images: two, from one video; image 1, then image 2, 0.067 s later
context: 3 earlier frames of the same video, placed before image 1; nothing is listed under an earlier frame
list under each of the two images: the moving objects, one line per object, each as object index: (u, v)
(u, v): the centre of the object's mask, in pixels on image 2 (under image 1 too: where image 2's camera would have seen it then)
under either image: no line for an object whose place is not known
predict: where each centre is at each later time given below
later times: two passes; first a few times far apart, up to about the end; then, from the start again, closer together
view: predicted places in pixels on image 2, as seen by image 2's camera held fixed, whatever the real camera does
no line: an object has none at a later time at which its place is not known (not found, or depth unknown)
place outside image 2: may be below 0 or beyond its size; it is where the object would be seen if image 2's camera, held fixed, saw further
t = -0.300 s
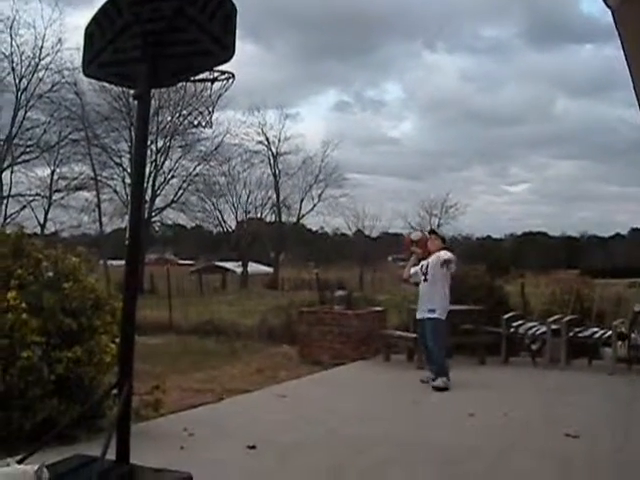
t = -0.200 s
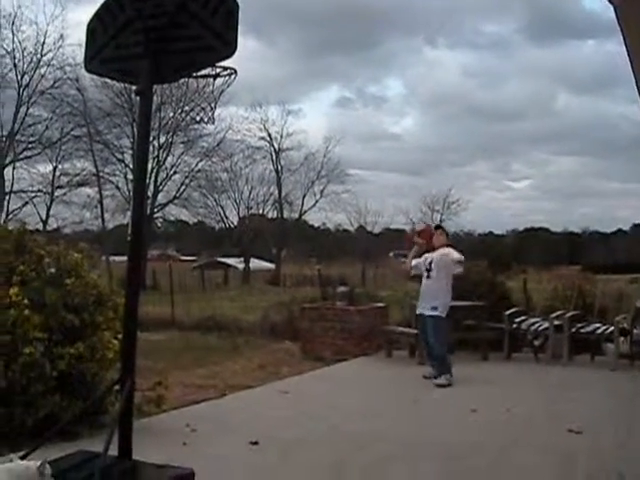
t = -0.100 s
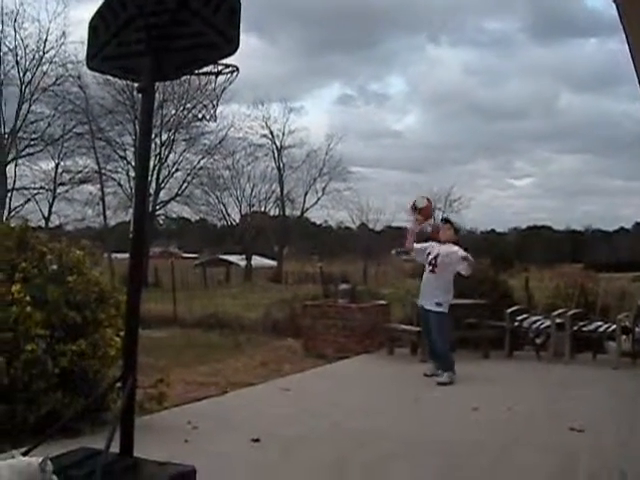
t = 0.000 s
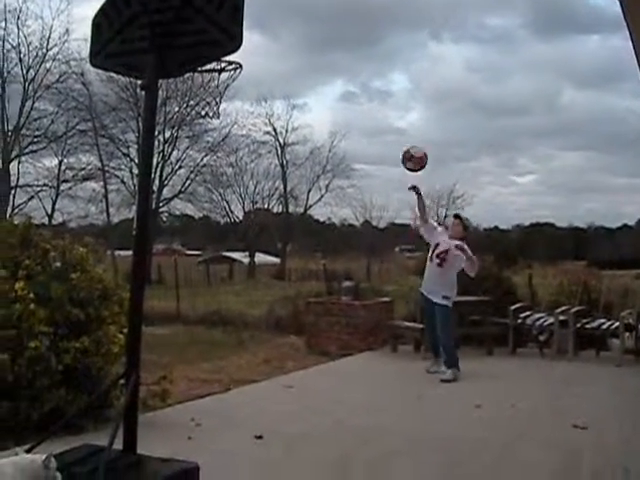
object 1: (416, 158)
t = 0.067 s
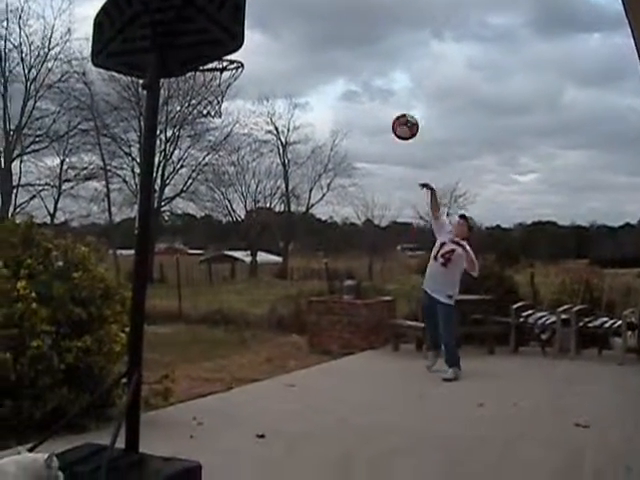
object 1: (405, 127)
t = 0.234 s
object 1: (372, 63)
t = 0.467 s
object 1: (310, 18)
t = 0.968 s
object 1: (287, 33)
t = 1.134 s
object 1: (336, 79)
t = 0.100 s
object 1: (399, 112)
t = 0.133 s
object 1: (393, 99)
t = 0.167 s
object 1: (386, 86)
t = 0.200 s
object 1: (379, 74)
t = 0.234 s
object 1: (372, 63)
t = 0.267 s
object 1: (365, 53)
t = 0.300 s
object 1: (356, 43)
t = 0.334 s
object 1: (348, 34)
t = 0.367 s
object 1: (340, 27)
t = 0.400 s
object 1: (331, 22)
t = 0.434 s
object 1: (320, 20)
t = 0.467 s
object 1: (310, 18)
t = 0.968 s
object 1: (287, 33)
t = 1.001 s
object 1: (296, 37)
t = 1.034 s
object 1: (306, 44)
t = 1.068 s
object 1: (316, 54)
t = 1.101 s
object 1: (326, 66)
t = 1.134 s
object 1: (336, 79)
